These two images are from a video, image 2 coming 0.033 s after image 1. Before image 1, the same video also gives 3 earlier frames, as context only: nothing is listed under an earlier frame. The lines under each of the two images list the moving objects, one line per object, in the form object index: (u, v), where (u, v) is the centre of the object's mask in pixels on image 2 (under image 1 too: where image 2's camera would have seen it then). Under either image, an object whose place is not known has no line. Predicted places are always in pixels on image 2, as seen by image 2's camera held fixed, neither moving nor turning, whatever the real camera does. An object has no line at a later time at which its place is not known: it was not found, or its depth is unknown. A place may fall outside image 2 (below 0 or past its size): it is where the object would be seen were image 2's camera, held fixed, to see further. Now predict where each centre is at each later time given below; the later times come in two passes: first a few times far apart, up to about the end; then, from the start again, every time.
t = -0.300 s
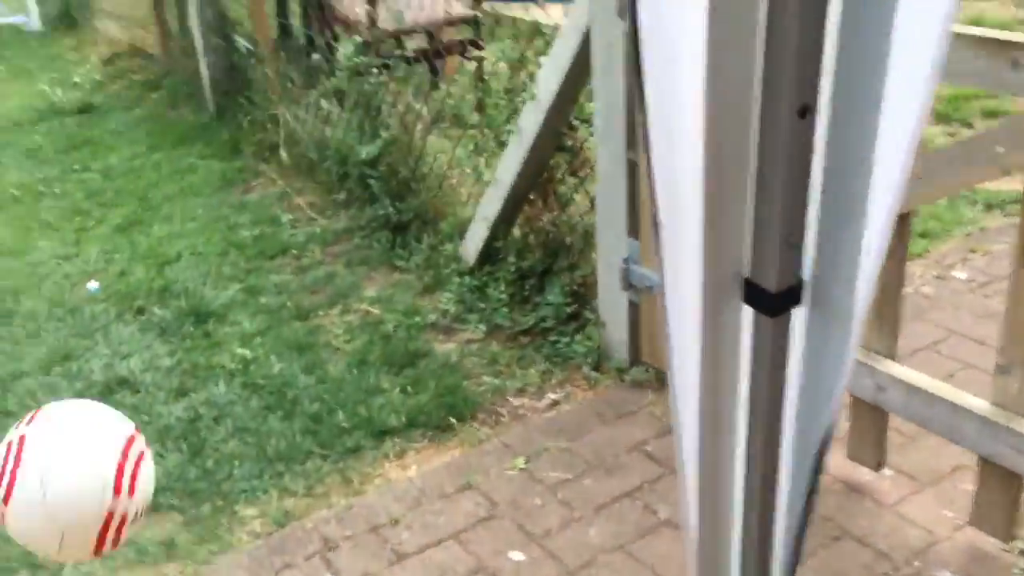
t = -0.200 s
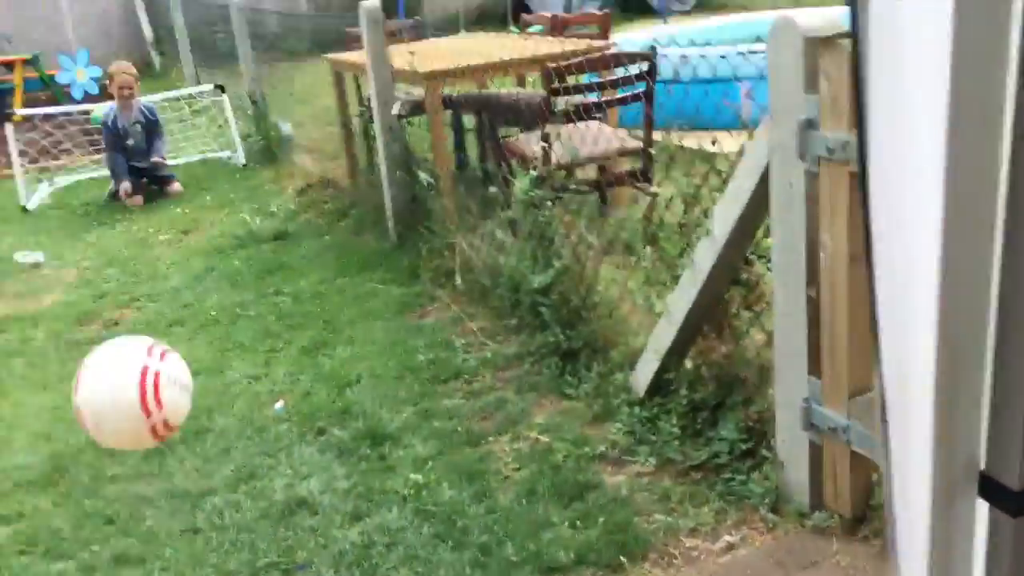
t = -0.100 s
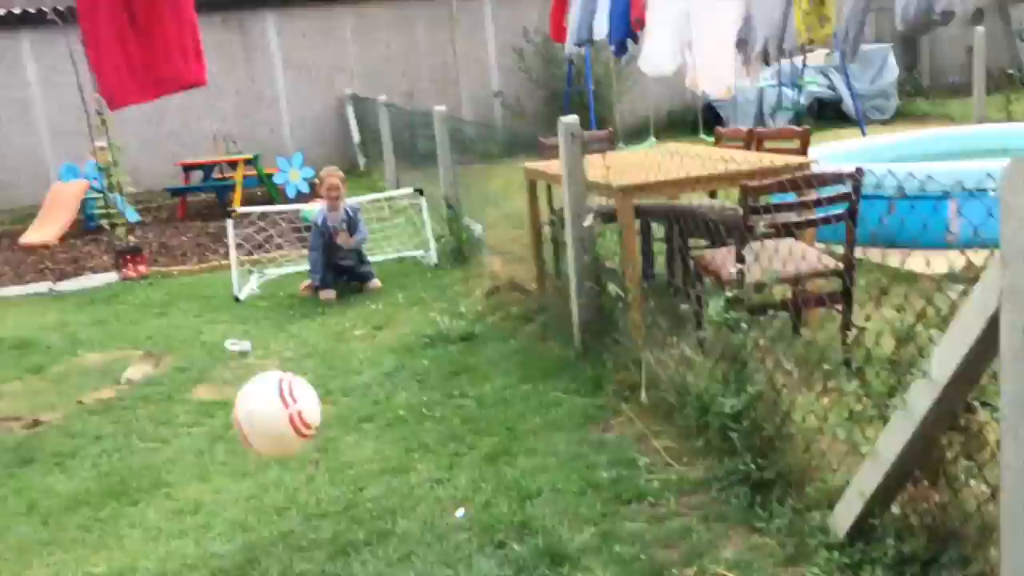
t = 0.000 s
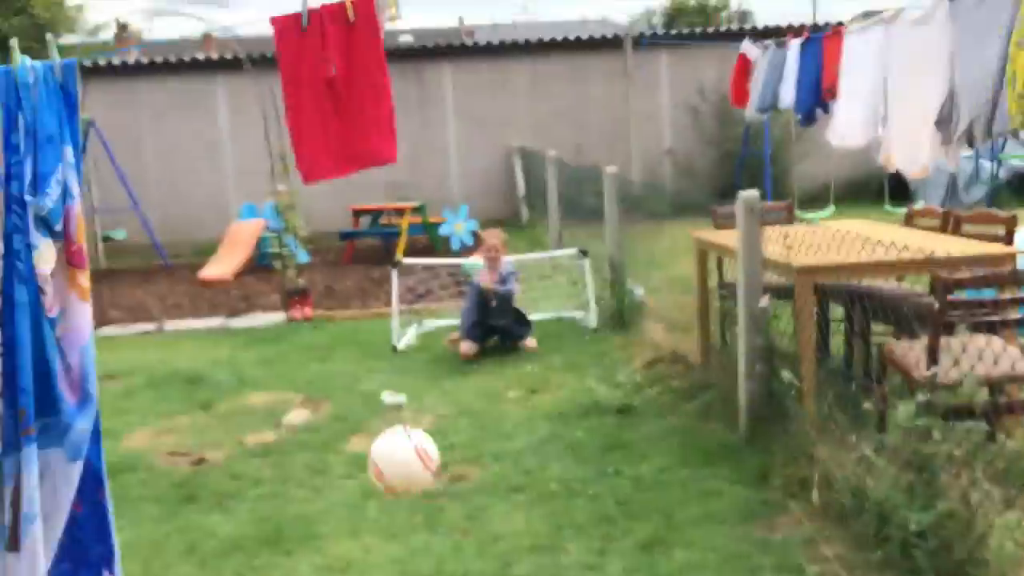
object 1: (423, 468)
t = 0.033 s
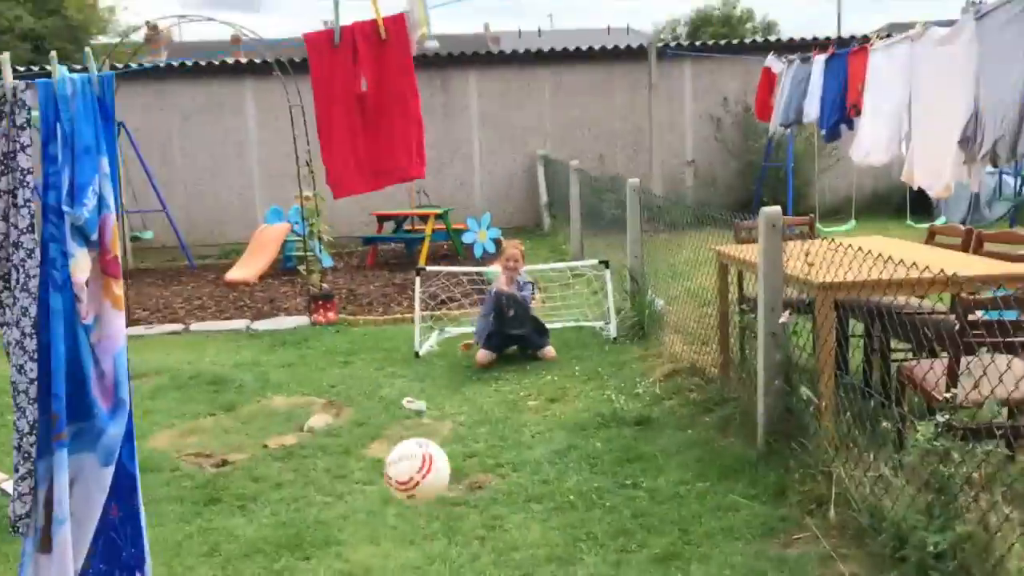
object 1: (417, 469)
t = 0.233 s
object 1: (386, 493)
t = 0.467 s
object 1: (363, 397)
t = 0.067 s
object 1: (409, 472)
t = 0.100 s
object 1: (405, 479)
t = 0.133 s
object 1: (400, 486)
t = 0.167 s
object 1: (395, 498)
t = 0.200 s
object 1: (391, 513)
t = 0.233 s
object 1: (386, 493)
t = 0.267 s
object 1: (382, 466)
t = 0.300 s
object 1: (378, 445)
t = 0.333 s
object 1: (376, 427)
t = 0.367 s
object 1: (372, 415)
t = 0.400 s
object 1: (370, 405)
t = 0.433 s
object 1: (367, 398)
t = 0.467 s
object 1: (363, 397)
